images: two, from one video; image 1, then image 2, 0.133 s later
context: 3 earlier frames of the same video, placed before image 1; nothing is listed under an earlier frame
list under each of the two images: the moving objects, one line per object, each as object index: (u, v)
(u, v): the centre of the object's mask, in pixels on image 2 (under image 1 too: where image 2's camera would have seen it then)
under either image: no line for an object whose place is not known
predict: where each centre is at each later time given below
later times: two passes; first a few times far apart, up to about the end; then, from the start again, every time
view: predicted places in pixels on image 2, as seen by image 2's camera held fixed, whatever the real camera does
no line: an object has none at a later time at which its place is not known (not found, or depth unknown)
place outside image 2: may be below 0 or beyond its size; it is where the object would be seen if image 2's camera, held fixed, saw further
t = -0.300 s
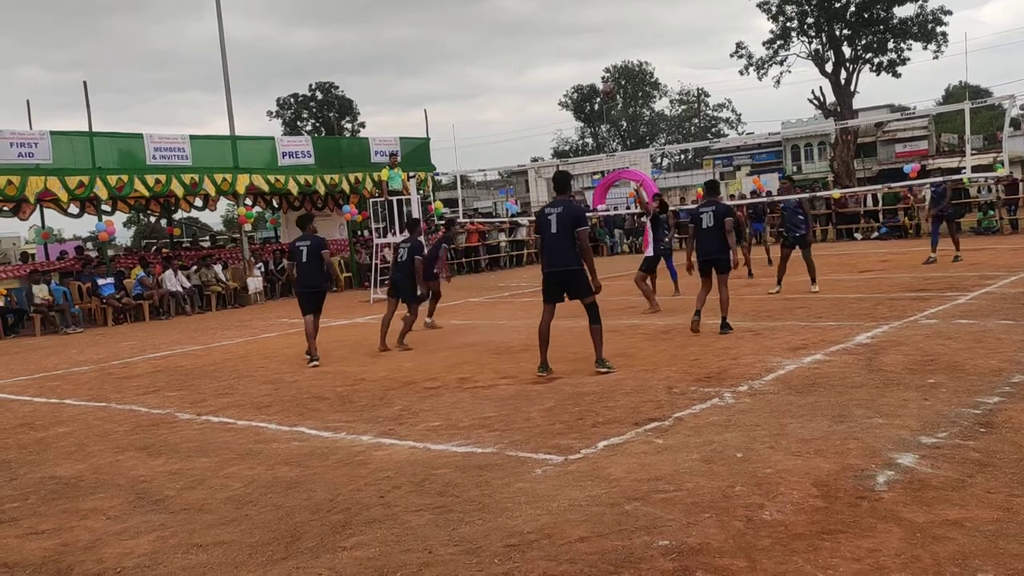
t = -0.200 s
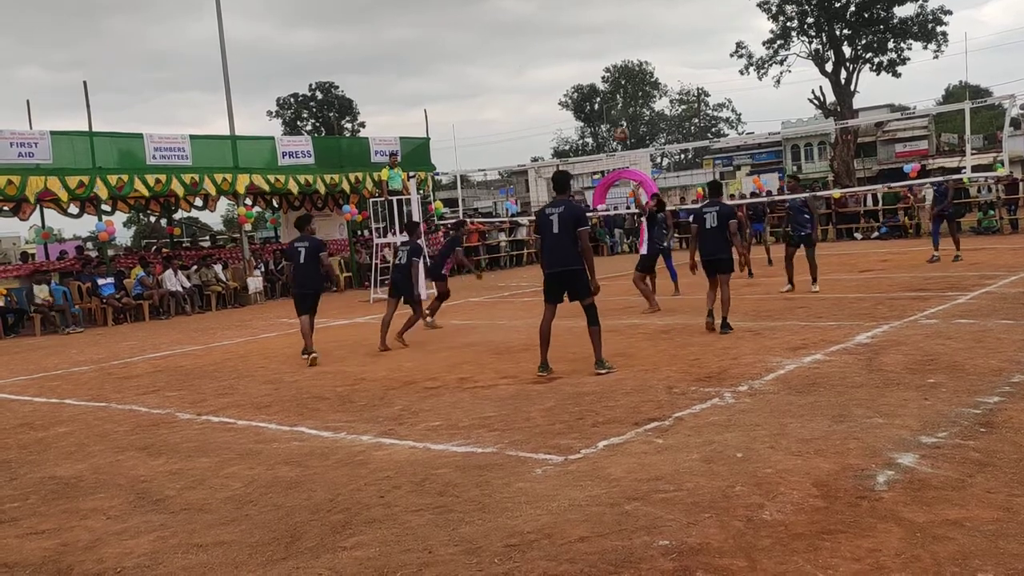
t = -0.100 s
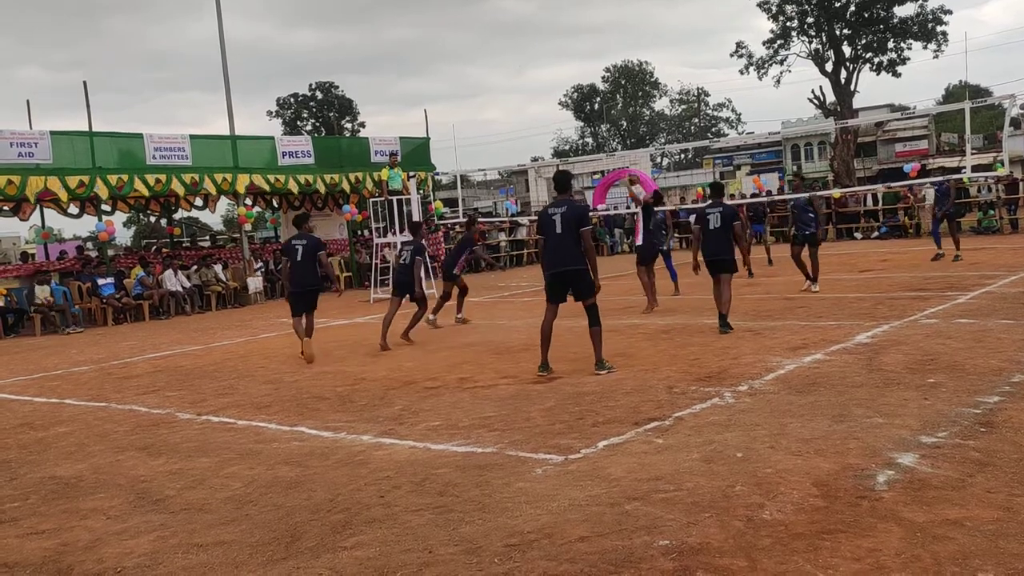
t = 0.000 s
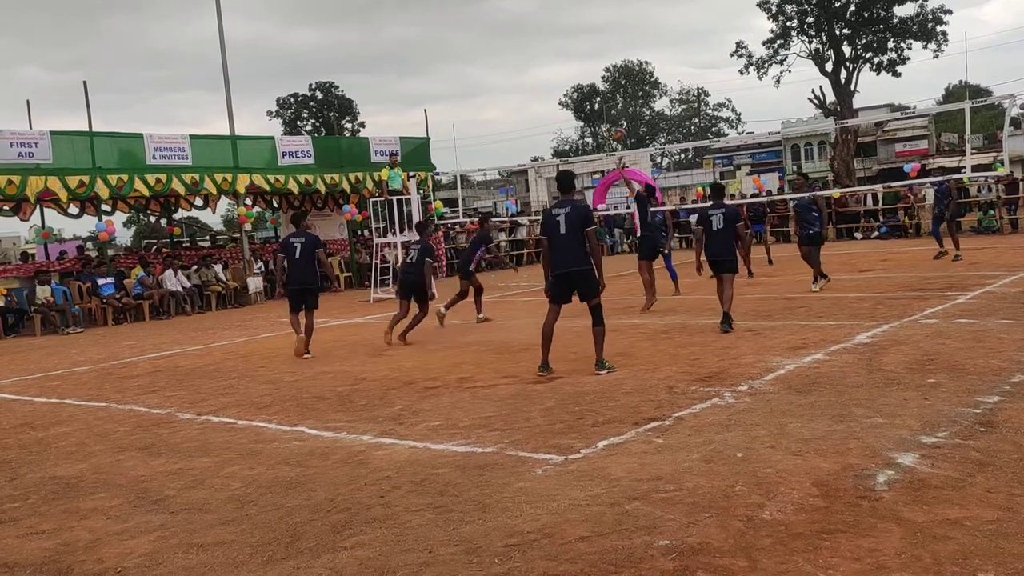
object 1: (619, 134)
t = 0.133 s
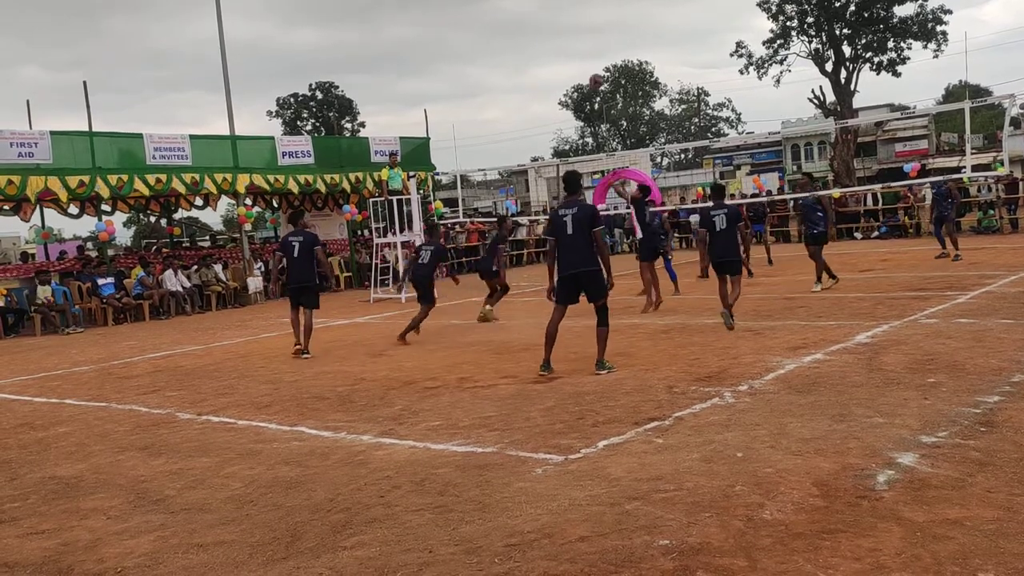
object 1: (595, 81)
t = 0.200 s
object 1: (586, 59)
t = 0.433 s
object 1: (553, 8)
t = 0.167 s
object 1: (591, 69)
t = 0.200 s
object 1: (586, 59)
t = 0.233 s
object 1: (581, 49)
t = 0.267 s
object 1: (576, 40)
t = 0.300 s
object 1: (571, 32)
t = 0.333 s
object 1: (566, 25)
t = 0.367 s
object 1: (562, 18)
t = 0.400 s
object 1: (557, 13)
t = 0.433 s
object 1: (553, 8)
